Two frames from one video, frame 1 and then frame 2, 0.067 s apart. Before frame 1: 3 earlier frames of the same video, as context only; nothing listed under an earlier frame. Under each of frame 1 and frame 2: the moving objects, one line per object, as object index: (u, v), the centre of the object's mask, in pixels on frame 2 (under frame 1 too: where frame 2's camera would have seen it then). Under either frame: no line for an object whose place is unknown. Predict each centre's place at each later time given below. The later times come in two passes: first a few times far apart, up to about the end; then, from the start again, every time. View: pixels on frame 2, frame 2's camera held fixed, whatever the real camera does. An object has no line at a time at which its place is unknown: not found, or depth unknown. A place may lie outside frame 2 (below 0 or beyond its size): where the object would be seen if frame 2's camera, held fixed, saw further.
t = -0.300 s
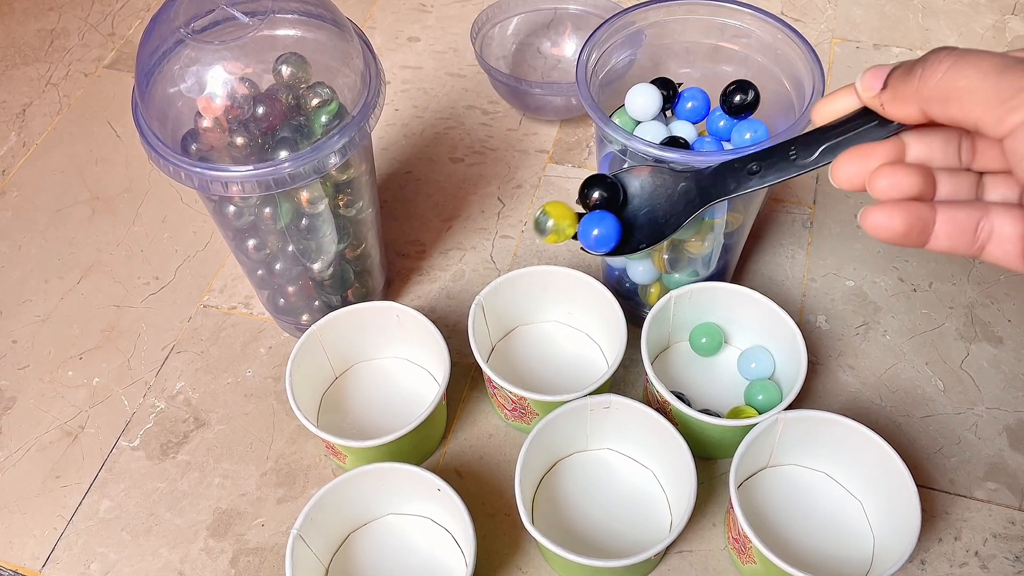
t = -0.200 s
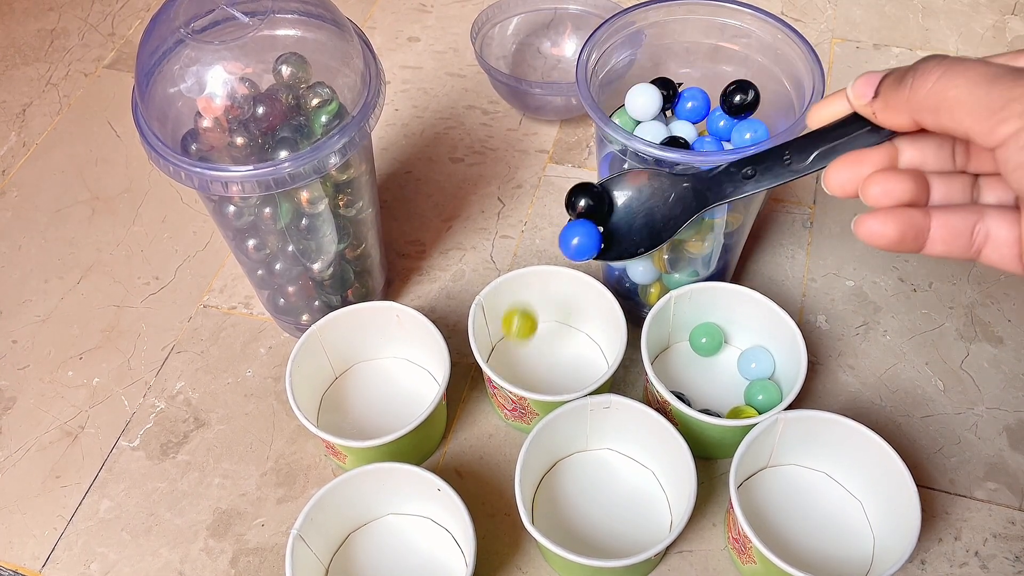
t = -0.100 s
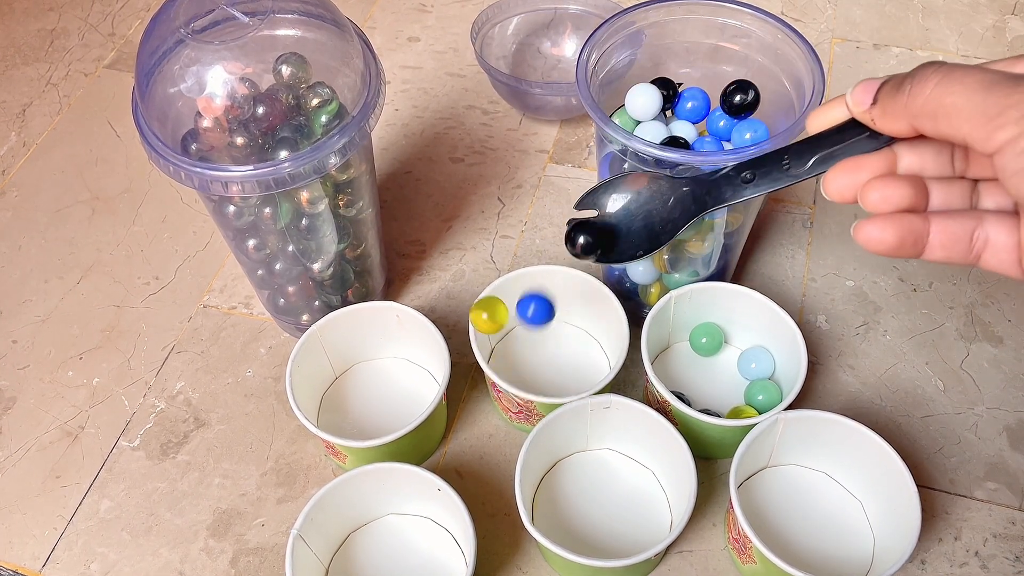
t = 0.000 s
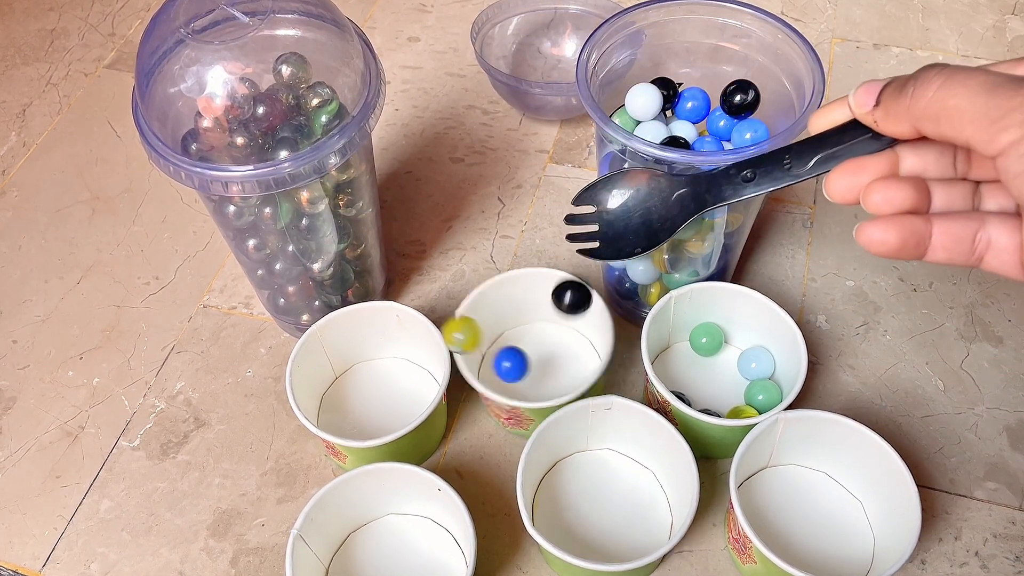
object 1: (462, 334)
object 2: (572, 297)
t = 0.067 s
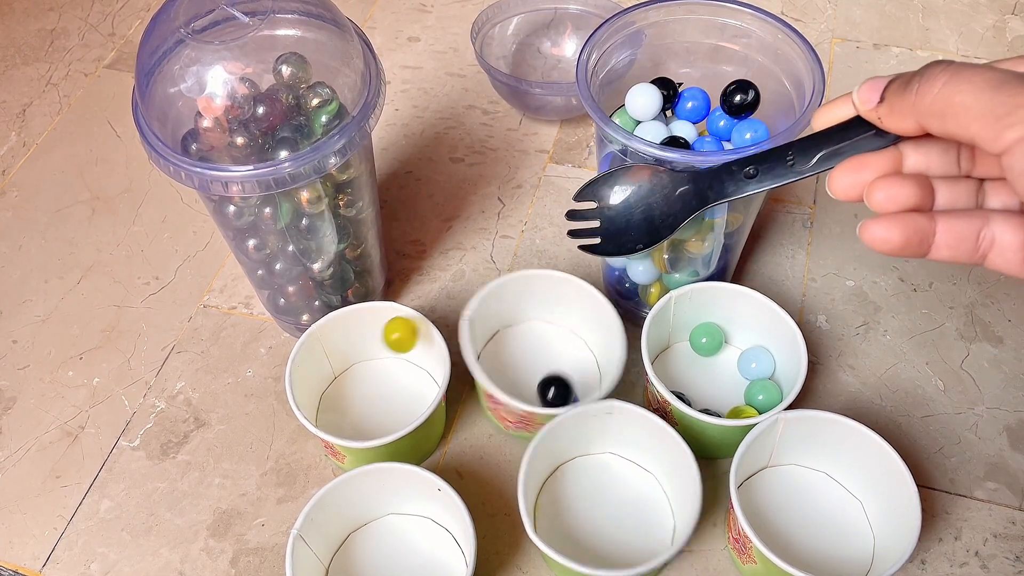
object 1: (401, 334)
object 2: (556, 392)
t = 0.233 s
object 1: (303, 356)
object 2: (504, 381)
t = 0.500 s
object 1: (376, 419)
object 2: (516, 357)
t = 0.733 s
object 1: (424, 390)
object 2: (517, 356)
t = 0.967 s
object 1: (416, 360)
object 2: (517, 356)
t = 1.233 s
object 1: (385, 350)
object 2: (517, 356)
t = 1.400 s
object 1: (366, 354)
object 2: (517, 356)
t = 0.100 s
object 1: (377, 355)
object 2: (534, 417)
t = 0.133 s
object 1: (351, 359)
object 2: (509, 419)
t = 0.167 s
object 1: (327, 343)
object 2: (498, 403)
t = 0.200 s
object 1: (311, 343)
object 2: (497, 389)
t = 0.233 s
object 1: (303, 356)
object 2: (504, 381)
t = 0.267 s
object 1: (313, 382)
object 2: (513, 369)
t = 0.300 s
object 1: (320, 388)
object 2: (514, 360)
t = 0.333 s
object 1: (328, 392)
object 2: (516, 358)
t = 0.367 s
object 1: (342, 406)
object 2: (516, 357)
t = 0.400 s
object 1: (350, 412)
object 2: (515, 357)
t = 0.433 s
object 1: (356, 415)
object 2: (515, 357)
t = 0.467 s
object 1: (366, 422)
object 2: (515, 357)
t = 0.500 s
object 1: (376, 419)
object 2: (516, 357)
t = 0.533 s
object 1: (387, 417)
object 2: (516, 357)
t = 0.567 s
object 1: (397, 414)
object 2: (516, 357)
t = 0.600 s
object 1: (405, 408)
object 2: (517, 357)
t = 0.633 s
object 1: (412, 403)
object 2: (517, 357)
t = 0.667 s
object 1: (416, 399)
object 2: (516, 356)
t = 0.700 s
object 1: (422, 395)
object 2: (517, 356)
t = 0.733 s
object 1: (424, 390)
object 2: (517, 356)
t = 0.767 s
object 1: (425, 385)
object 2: (517, 356)
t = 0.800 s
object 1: (426, 380)
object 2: (517, 356)
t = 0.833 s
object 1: (426, 375)
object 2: (517, 356)
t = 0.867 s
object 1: (424, 370)
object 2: (517, 356)
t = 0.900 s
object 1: (421, 366)
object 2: (517, 356)
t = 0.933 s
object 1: (418, 363)
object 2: (517, 356)
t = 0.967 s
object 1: (416, 360)
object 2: (517, 356)
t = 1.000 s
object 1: (412, 357)
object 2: (517, 356)
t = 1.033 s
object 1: (409, 356)
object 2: (517, 356)
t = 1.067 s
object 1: (405, 354)
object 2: (517, 356)
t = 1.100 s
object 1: (402, 353)
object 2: (517, 356)
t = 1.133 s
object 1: (399, 352)
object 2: (517, 356)
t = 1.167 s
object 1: (395, 351)
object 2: (517, 356)
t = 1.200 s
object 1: (390, 350)
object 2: (517, 356)
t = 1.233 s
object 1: (385, 350)
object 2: (517, 356)
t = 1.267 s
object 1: (381, 350)
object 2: (517, 356)
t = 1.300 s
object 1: (378, 351)
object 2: (517, 356)
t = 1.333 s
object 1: (373, 352)
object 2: (517, 356)
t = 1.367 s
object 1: (369, 353)
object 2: (517, 356)
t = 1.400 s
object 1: (366, 354)
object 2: (517, 356)
